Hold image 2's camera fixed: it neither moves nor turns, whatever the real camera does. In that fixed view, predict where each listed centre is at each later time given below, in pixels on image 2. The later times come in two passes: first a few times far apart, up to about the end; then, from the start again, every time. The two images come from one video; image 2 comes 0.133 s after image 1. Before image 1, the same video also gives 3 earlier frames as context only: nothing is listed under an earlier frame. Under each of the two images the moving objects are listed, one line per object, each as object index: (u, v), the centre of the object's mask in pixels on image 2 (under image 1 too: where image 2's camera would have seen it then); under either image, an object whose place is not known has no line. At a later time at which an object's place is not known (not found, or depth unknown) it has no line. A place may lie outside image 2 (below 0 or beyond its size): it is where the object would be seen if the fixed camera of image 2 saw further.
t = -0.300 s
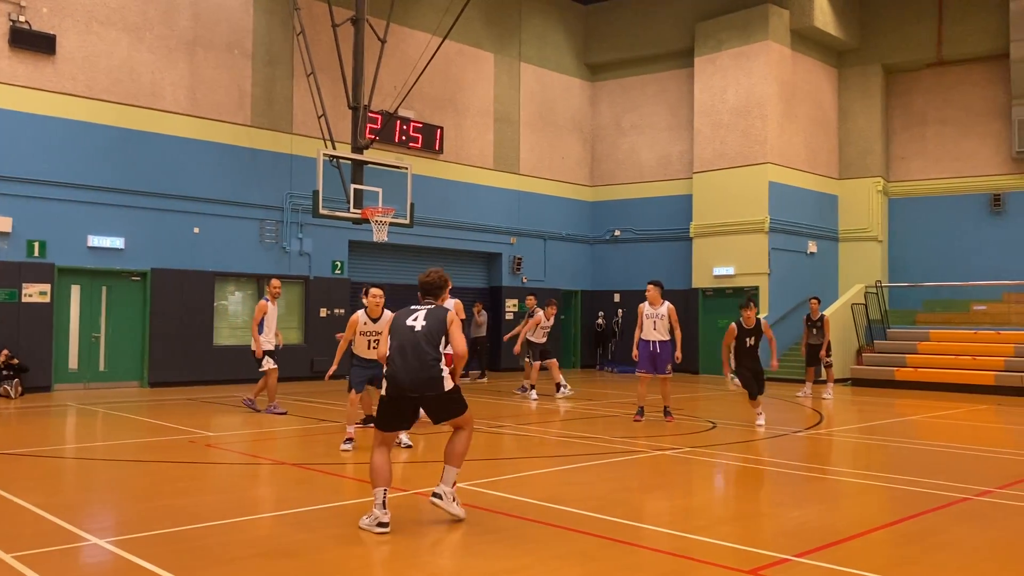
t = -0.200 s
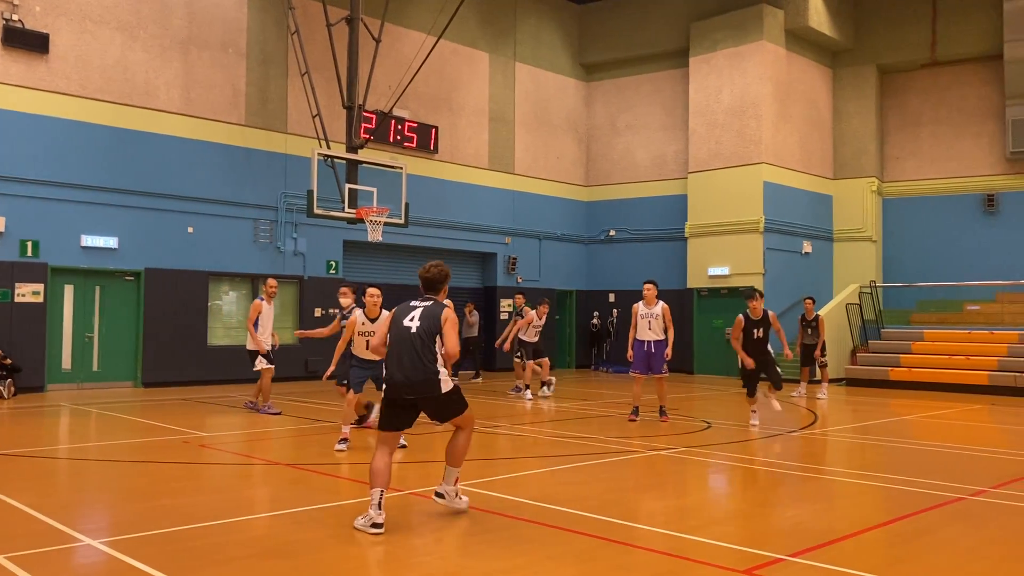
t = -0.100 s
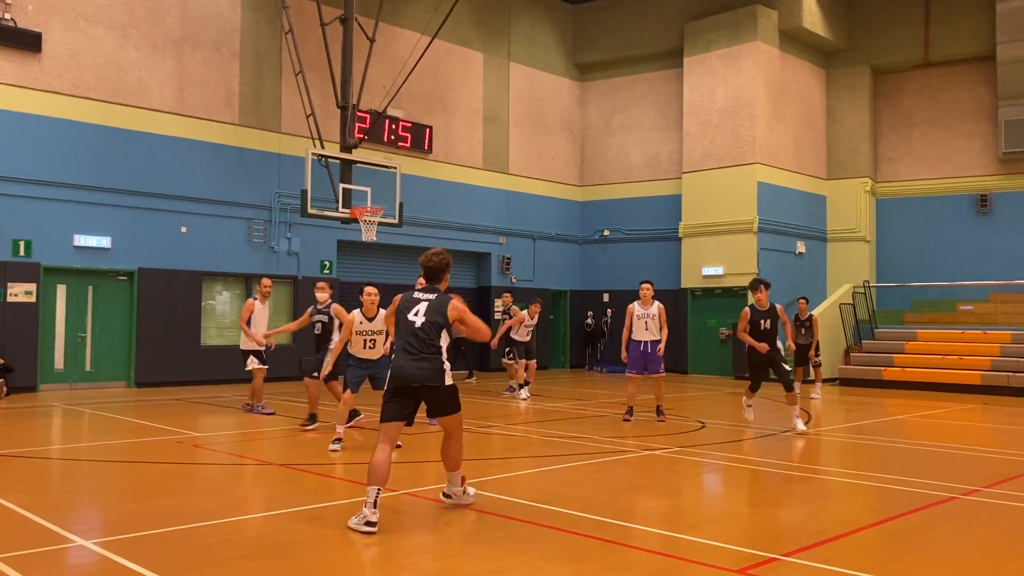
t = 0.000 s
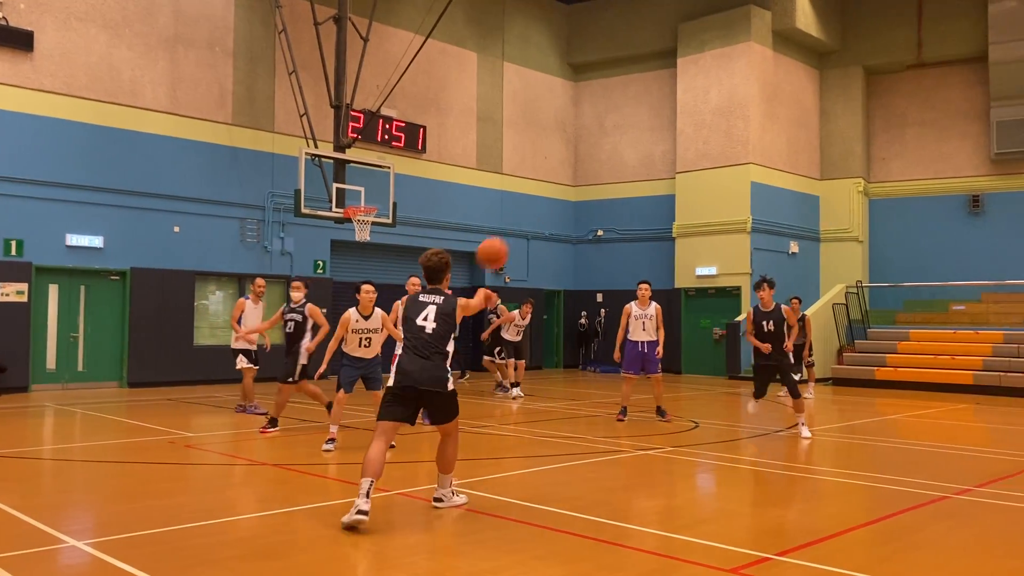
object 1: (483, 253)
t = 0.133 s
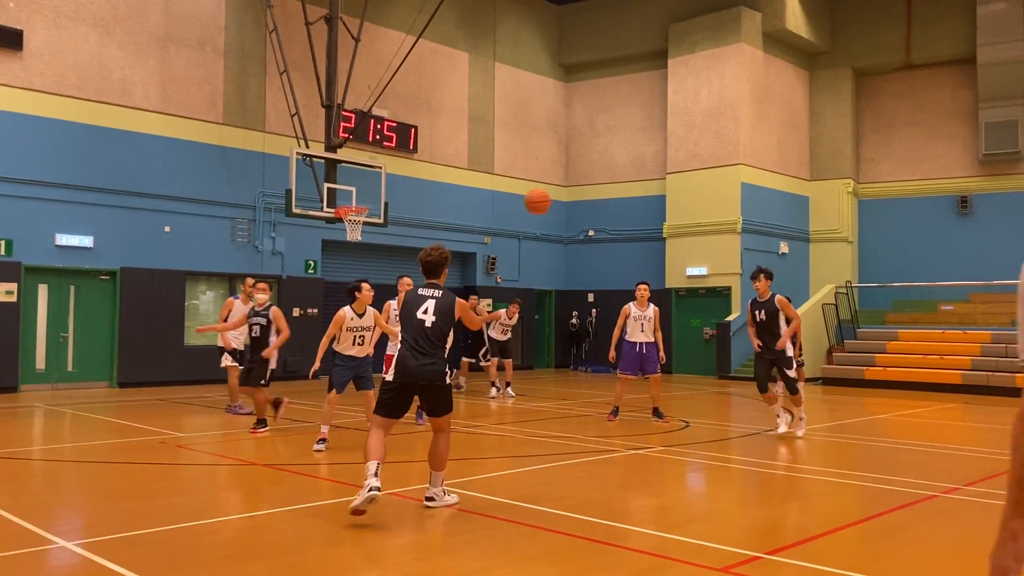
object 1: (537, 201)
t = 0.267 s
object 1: (577, 177)
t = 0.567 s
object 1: (638, 182)
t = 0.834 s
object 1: (674, 226)
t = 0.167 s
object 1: (548, 193)
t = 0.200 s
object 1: (559, 187)
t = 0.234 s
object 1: (568, 181)
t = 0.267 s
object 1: (577, 177)
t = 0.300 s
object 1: (586, 174)
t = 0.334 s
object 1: (593, 173)
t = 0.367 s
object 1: (601, 172)
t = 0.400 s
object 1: (608, 172)
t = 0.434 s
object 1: (614, 173)
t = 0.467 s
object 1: (621, 174)
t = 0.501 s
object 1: (627, 176)
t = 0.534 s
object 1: (632, 179)
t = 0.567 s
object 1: (638, 182)
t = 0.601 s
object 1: (643, 187)
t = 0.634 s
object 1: (648, 191)
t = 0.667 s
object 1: (653, 196)
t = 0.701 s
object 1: (657, 201)
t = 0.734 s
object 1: (661, 206)
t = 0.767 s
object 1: (665, 213)
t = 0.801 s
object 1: (670, 220)
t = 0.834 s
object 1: (674, 226)
